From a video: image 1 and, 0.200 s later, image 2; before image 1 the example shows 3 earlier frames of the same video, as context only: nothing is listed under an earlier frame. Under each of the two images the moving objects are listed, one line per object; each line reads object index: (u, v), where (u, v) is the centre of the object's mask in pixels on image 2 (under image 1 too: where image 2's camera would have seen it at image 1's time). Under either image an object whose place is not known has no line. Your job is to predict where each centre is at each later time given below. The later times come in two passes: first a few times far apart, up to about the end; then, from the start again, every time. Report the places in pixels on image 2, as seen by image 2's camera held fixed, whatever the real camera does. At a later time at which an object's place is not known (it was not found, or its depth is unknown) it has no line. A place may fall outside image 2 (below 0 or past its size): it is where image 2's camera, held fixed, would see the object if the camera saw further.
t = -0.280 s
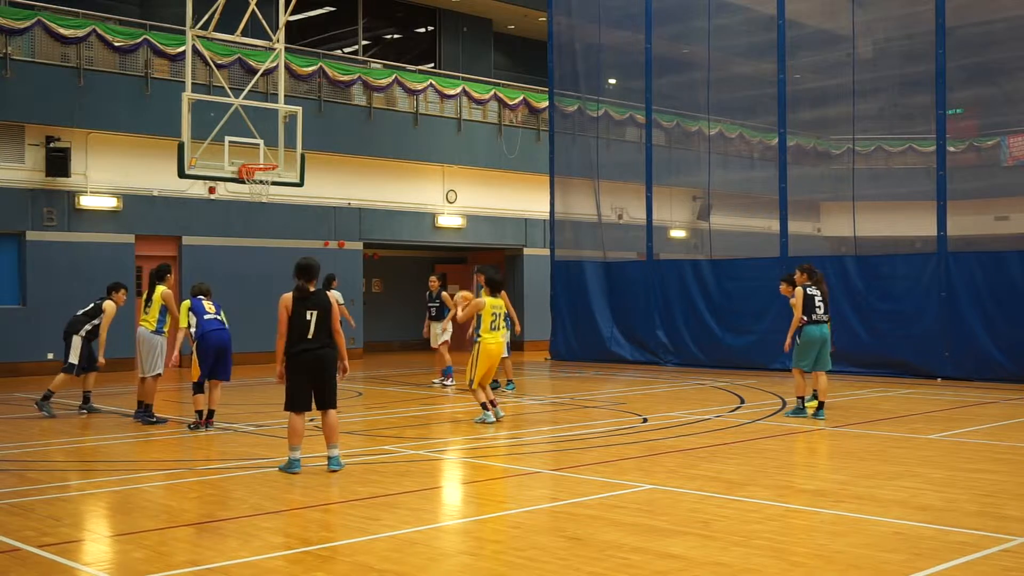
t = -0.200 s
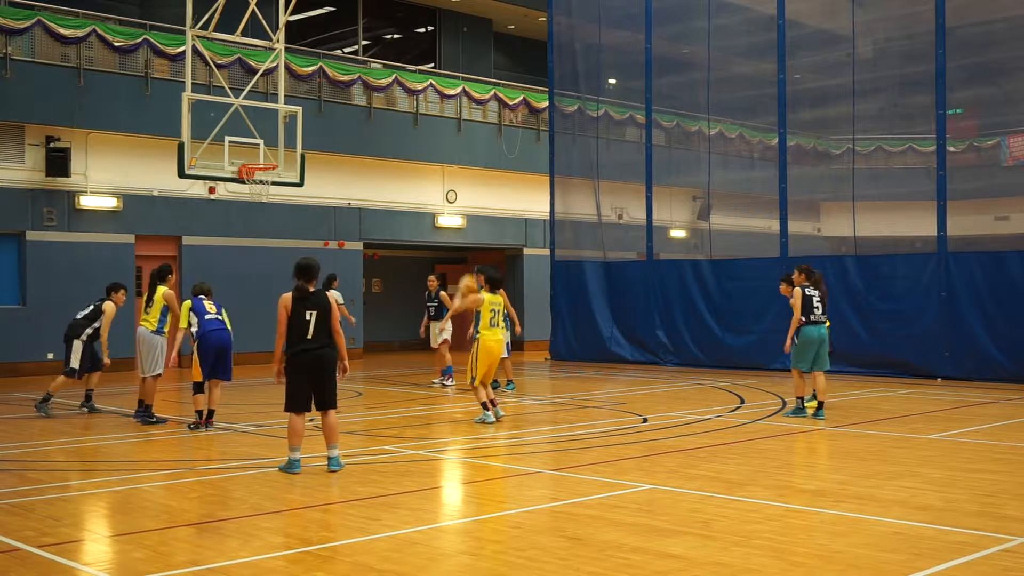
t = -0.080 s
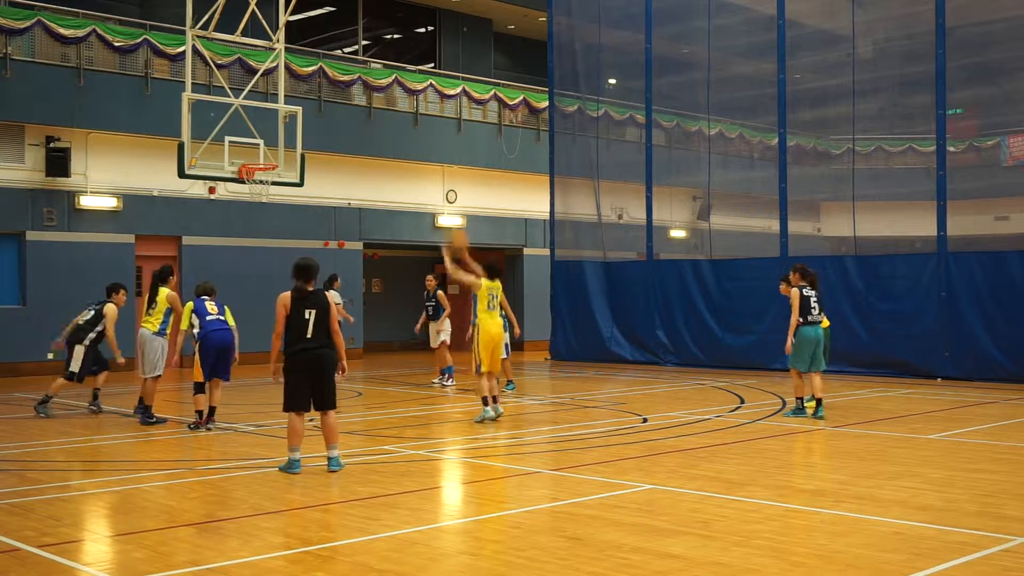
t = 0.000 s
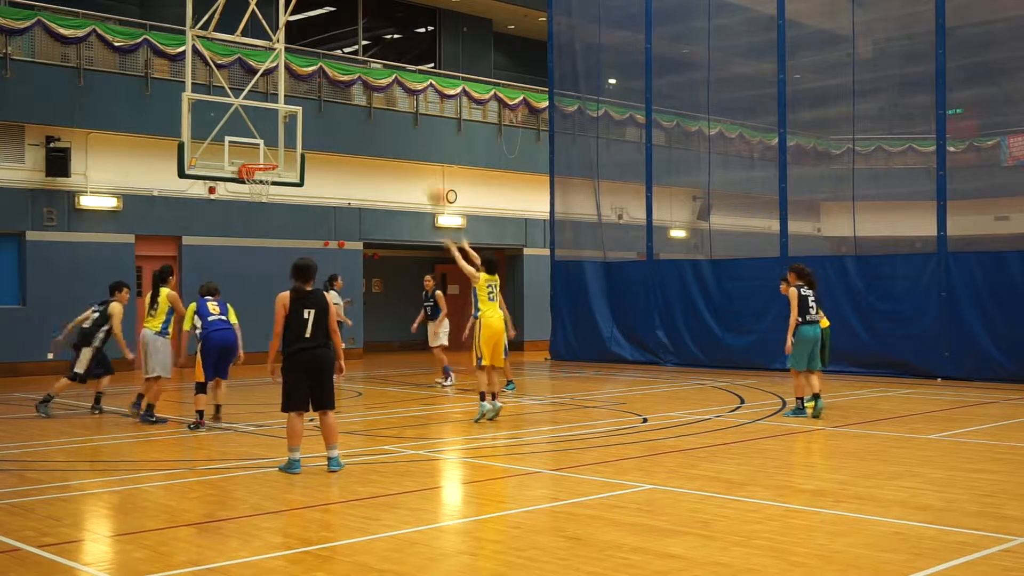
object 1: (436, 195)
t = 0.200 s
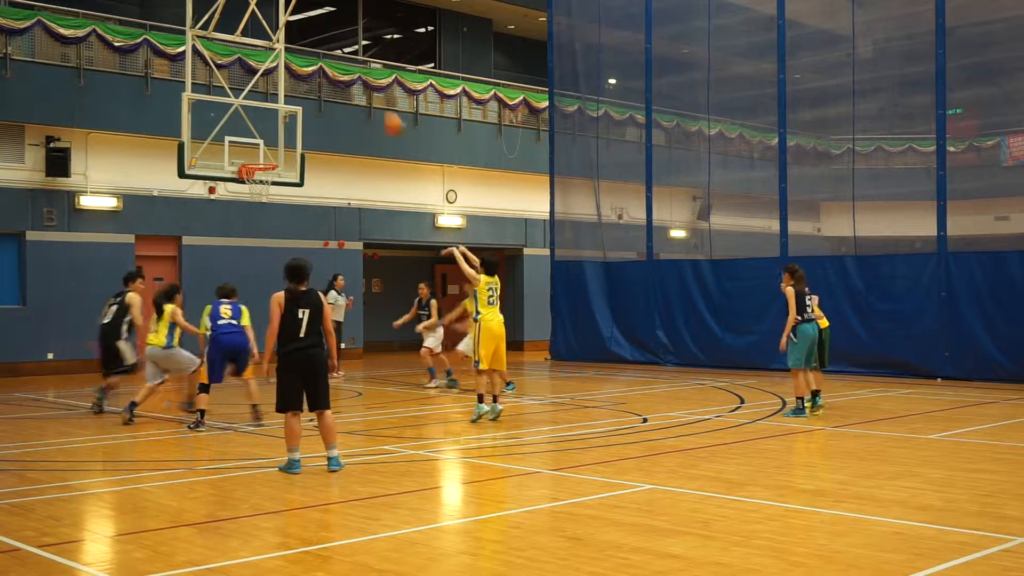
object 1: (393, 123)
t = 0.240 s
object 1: (385, 114)
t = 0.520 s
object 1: (332, 85)
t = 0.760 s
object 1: (291, 109)
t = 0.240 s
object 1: (385, 114)
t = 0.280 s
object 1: (377, 106)
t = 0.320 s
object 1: (370, 100)
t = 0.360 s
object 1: (363, 95)
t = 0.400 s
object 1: (351, 90)
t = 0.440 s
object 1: (346, 87)
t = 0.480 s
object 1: (339, 85)
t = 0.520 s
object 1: (332, 85)
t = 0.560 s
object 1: (324, 86)
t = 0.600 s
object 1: (317, 88)
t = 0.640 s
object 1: (309, 92)
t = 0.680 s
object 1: (303, 95)
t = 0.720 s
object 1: (297, 101)
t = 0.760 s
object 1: (291, 109)
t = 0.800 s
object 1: (283, 117)
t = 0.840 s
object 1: (277, 126)
